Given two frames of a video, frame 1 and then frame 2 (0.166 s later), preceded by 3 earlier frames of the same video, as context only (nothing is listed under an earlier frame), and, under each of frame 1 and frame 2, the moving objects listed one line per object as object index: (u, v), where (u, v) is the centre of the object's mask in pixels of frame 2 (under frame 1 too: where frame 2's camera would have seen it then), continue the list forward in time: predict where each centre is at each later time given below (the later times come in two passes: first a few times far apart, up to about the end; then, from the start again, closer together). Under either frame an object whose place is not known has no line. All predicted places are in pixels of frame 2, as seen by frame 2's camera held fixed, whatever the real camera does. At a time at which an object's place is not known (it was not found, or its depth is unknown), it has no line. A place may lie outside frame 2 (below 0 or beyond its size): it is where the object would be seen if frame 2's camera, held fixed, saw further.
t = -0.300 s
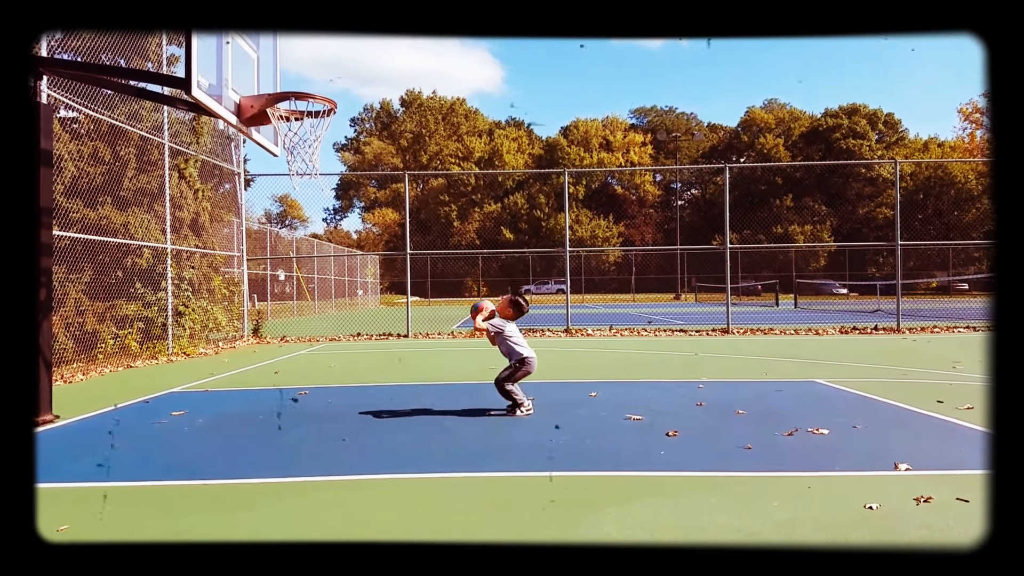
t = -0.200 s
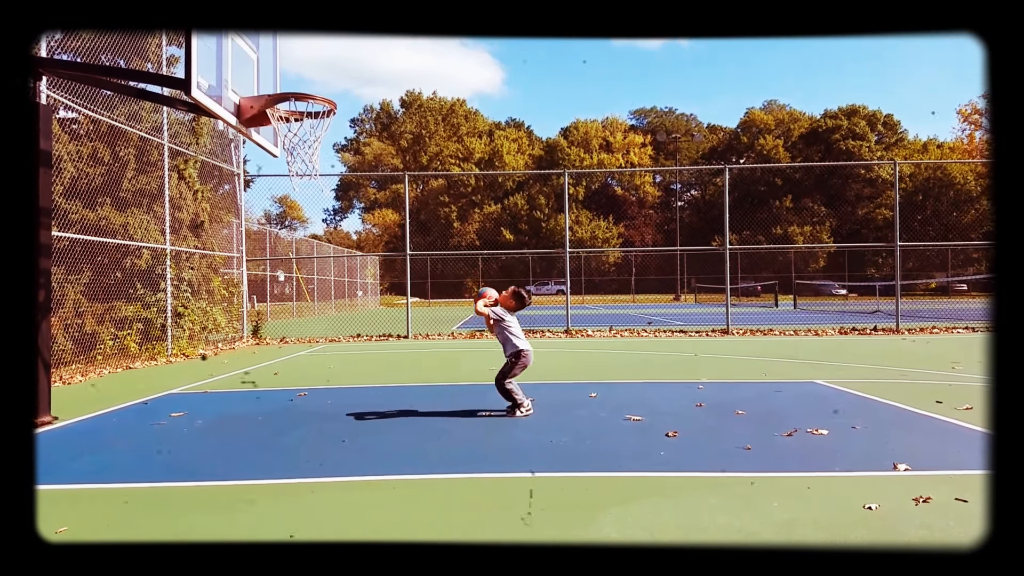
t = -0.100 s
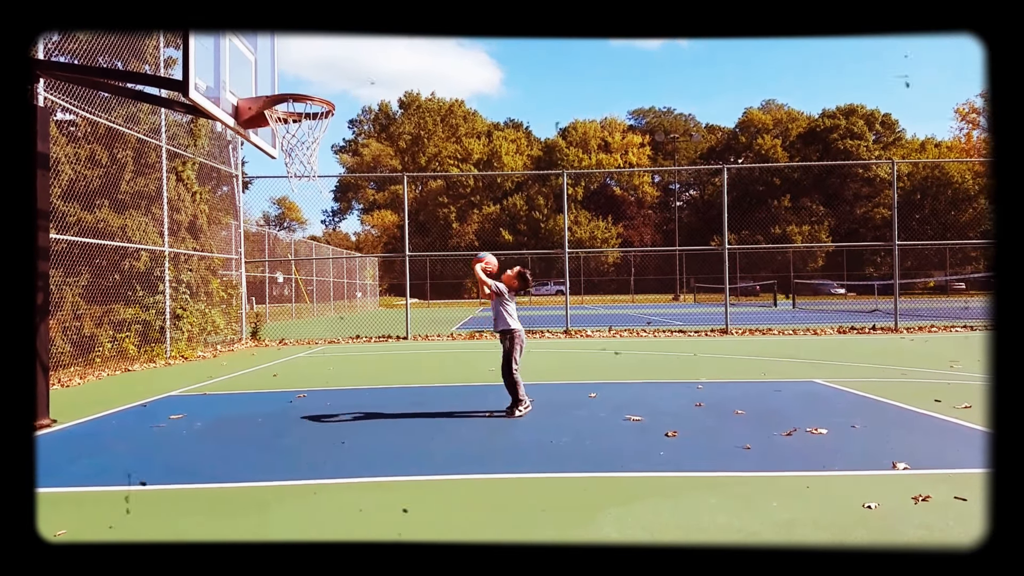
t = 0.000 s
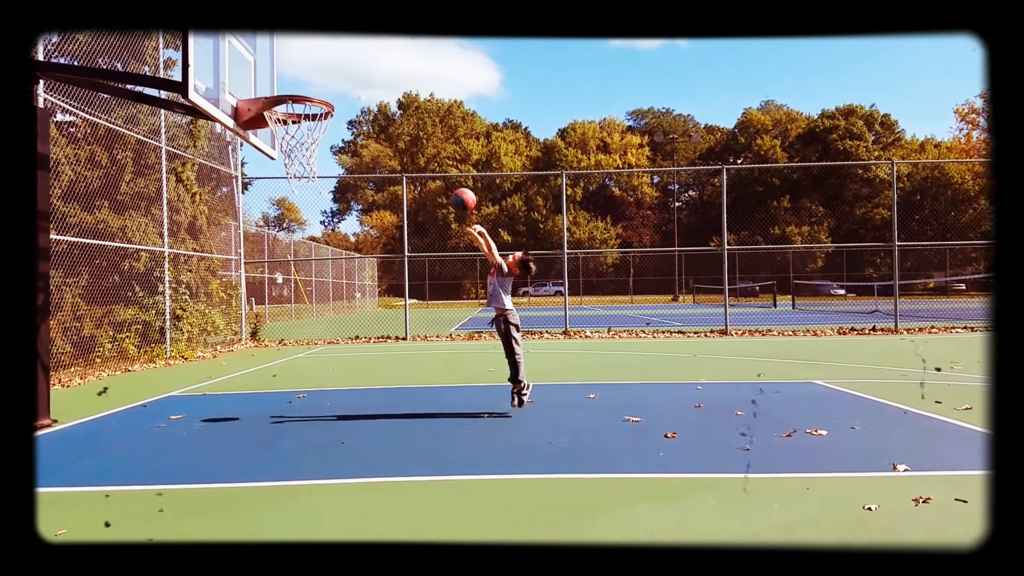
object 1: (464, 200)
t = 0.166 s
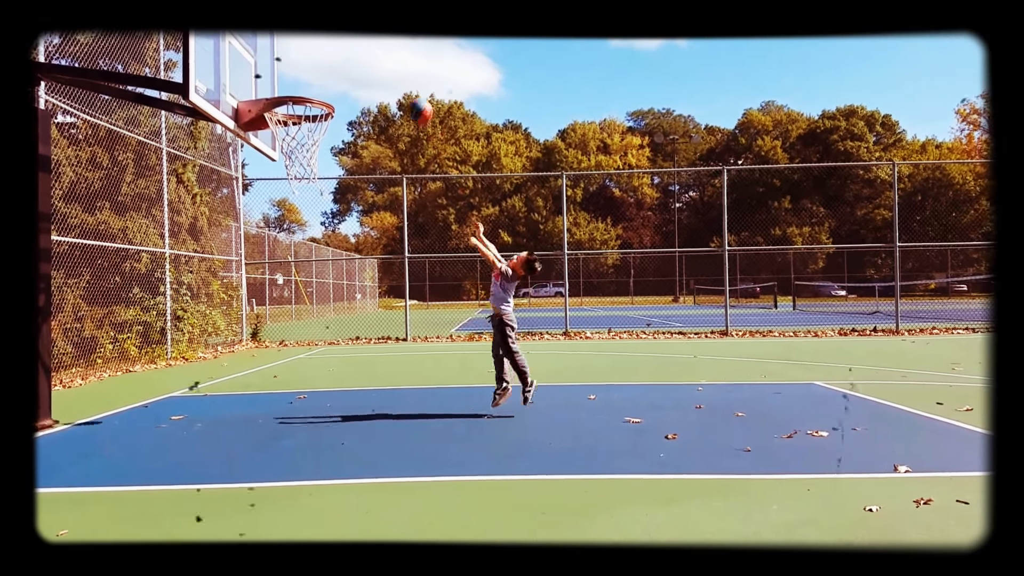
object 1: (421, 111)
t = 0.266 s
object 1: (393, 74)
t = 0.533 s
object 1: (325, 45)
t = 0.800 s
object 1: (268, 86)
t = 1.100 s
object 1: (263, 54)
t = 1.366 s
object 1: (276, 78)
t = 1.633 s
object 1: (289, 83)
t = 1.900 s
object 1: (307, 112)
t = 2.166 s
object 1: (299, 187)
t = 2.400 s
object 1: (294, 330)
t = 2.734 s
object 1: (287, 296)
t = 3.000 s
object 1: (285, 268)
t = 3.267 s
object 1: (286, 330)
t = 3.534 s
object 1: (288, 350)
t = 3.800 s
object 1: (288, 322)
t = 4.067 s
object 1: (291, 378)
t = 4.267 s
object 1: (291, 351)
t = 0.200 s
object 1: (410, 100)
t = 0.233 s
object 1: (401, 86)
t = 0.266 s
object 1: (393, 74)
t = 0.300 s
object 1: (385, 65)
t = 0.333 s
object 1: (376, 58)
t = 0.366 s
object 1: (368, 51)
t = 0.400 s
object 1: (359, 47)
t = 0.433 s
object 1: (350, 46)
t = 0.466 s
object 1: (342, 44)
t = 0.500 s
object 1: (334, 44)
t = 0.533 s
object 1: (325, 45)
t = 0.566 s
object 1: (317, 48)
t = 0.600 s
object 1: (309, 52)
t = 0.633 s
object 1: (301, 58)
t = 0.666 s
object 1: (293, 66)
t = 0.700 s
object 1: (285, 76)
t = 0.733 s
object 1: (276, 85)
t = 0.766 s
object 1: (268, 92)
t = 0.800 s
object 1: (268, 86)
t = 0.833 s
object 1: (266, 77)
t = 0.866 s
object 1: (265, 70)
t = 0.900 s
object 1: (263, 64)
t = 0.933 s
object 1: (262, 58)
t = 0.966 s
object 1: (260, 55)
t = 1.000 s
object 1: (258, 53)
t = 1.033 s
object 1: (260, 52)
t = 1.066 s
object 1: (262, 52)
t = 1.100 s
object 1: (263, 54)
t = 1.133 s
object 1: (265, 58)
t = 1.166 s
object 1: (266, 63)
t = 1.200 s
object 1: (267, 70)
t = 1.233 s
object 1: (269, 78)
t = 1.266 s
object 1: (270, 87)
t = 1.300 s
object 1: (270, 92)
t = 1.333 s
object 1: (275, 84)
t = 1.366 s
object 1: (276, 78)
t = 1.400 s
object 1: (278, 73)
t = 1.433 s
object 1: (279, 70)
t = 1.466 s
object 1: (281, 68)
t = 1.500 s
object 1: (282, 68)
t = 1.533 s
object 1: (284, 69)
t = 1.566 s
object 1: (285, 72)
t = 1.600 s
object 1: (287, 77)
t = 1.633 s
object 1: (289, 83)
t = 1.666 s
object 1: (290, 88)
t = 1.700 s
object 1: (293, 101)
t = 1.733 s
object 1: (295, 103)
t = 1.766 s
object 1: (296, 101)
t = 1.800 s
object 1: (299, 102)
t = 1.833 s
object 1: (301, 103)
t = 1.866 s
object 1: (303, 110)
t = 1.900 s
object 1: (307, 112)
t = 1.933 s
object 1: (308, 115)
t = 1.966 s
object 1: (306, 120)
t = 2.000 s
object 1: (304, 129)
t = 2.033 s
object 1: (303, 137)
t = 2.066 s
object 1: (301, 148)
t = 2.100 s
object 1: (300, 160)
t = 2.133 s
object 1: (299, 173)
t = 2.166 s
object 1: (299, 187)
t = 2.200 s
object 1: (298, 204)
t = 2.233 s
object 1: (296, 221)
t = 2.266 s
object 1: (296, 240)
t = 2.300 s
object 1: (295, 260)
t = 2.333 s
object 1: (295, 283)
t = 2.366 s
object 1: (294, 306)
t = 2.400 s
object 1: (294, 330)
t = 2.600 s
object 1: (289, 347)
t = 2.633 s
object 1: (288, 332)
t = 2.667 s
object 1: (287, 319)
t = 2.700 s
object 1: (285, 307)
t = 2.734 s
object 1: (287, 296)
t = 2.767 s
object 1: (286, 287)
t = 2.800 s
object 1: (286, 280)
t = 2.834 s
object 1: (286, 274)
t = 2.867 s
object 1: (286, 270)
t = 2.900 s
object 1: (285, 267)
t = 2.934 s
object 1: (285, 266)
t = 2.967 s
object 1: (285, 266)
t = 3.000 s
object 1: (285, 268)
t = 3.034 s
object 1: (285, 271)
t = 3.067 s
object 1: (285, 274)
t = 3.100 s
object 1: (285, 280)
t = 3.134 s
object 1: (285, 287)
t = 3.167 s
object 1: (285, 296)
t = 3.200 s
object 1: (285, 306)
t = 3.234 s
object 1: (286, 318)
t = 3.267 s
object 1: (286, 330)
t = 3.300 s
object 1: (286, 344)
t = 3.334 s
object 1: (287, 359)
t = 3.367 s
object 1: (287, 376)
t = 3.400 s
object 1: (288, 393)
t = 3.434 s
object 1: (288, 383)
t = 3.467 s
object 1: (288, 370)
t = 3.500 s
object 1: (288, 359)
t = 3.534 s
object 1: (288, 350)
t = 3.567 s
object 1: (288, 342)
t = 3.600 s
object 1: (288, 335)
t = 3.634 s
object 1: (288, 329)
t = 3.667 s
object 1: (288, 325)
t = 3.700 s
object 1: (288, 322)
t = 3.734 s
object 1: (288, 321)
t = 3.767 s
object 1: (288, 321)
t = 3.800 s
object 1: (288, 322)
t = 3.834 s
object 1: (289, 324)
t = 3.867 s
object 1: (289, 328)
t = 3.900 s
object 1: (289, 333)
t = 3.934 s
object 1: (290, 340)
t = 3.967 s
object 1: (290, 347)
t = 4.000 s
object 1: (290, 356)
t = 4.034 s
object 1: (290, 366)
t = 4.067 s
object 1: (291, 378)
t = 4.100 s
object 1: (291, 386)
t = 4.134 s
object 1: (291, 376)
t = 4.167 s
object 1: (291, 368)
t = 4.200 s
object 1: (291, 361)
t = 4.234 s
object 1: (291, 356)
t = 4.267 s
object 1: (291, 351)
